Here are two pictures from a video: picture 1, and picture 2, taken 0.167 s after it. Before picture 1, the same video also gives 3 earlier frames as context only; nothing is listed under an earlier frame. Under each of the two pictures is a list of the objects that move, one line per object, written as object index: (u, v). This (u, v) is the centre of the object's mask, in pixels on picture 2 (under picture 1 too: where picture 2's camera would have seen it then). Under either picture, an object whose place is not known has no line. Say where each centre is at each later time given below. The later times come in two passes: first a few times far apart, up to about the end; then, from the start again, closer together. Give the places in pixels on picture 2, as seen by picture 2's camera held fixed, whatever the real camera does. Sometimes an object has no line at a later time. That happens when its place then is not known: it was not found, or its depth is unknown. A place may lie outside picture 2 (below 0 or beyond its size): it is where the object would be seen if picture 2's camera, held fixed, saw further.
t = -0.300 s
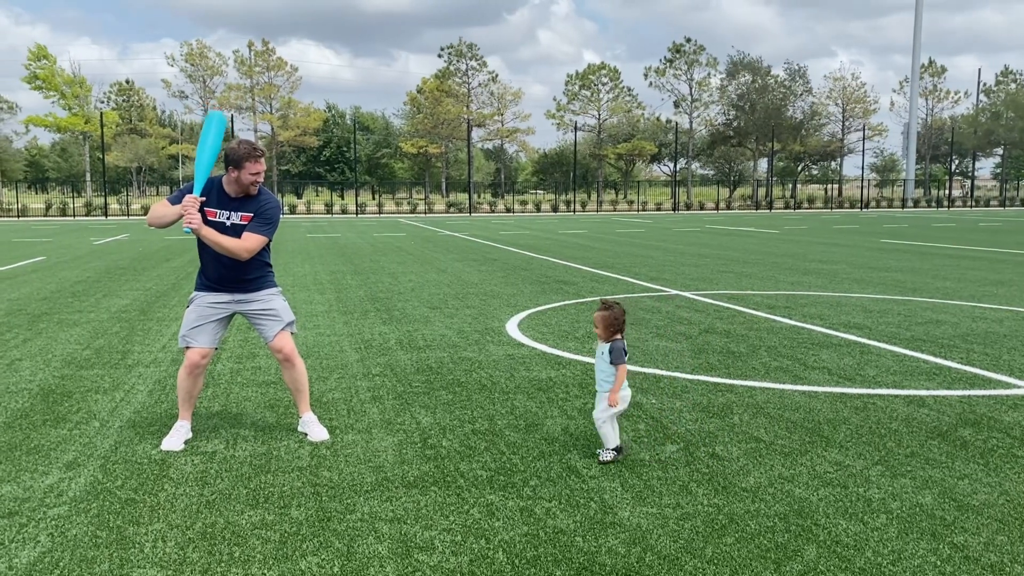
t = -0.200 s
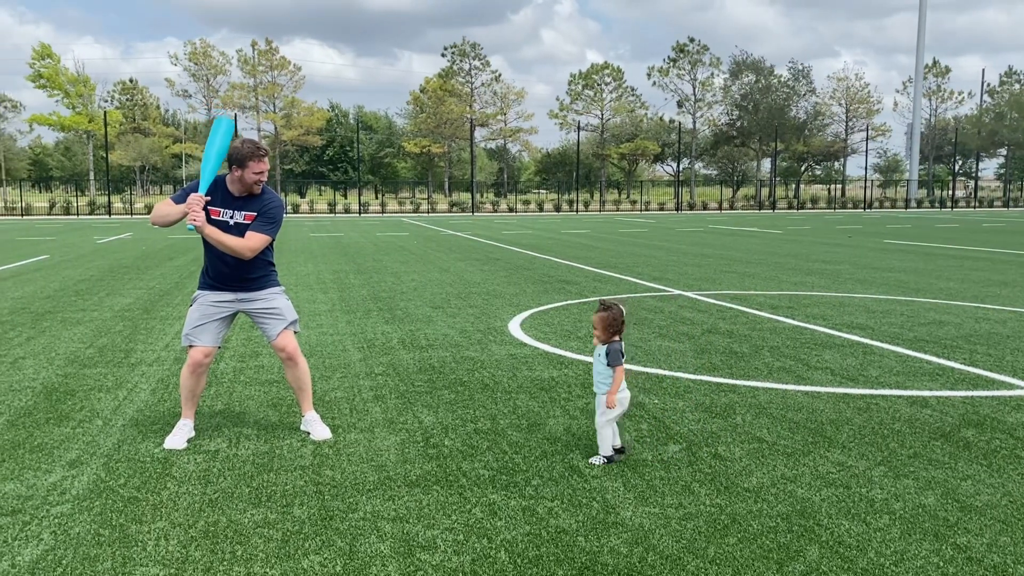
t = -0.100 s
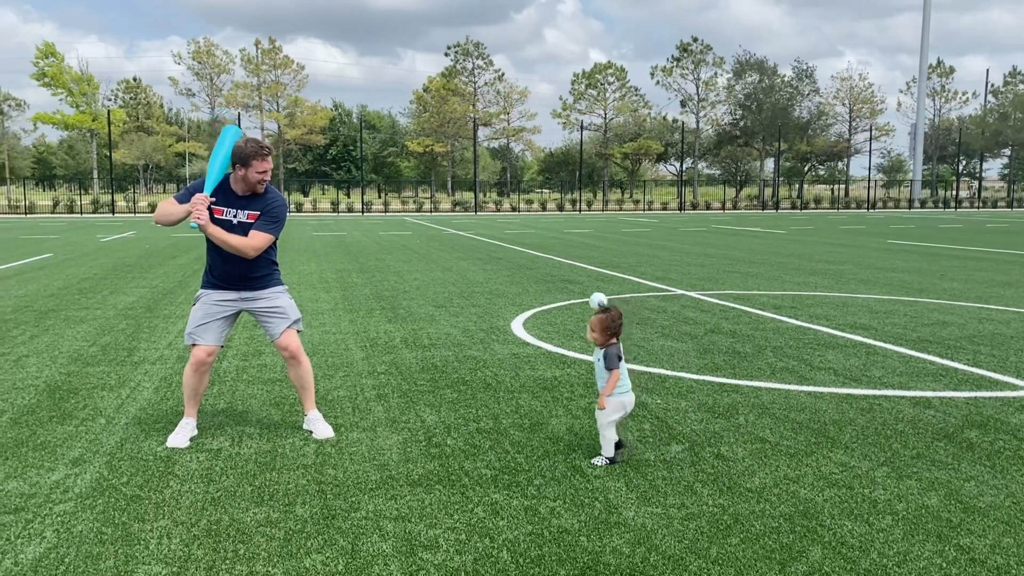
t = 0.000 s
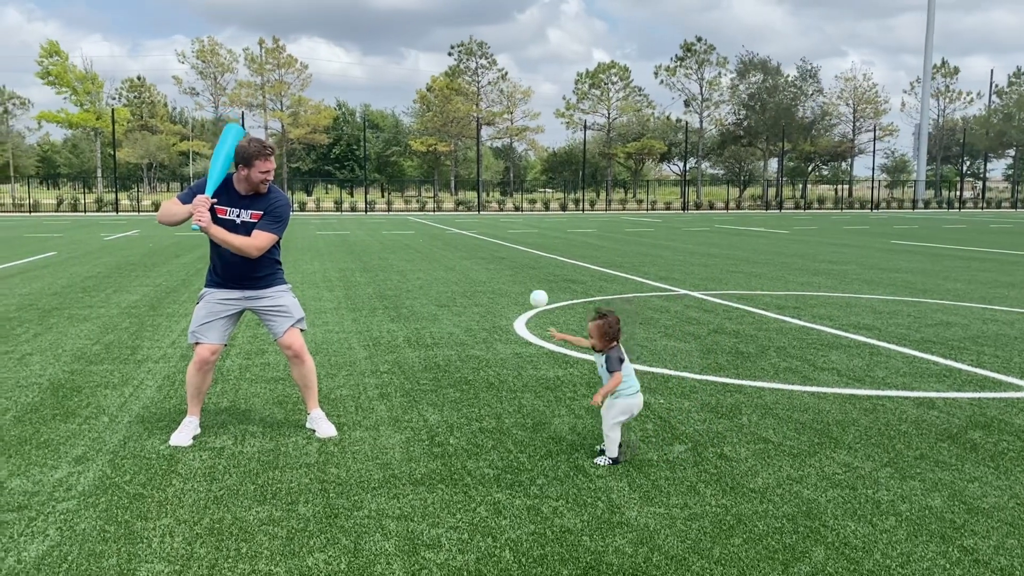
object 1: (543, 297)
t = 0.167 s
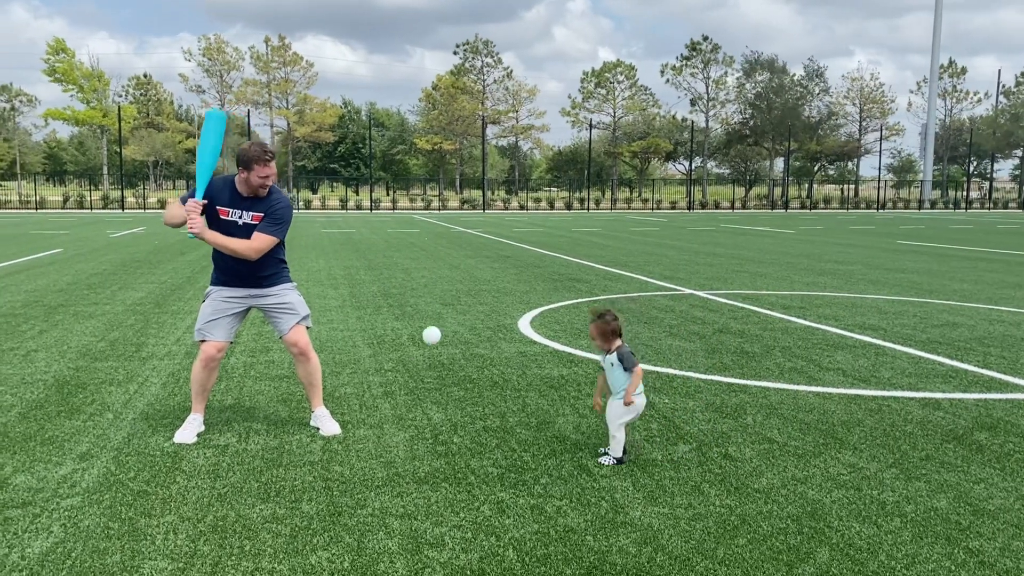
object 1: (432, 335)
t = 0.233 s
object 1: (386, 365)
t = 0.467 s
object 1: (255, 428)
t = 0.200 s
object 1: (409, 349)
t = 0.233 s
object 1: (386, 365)
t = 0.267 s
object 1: (363, 384)
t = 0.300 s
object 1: (341, 403)
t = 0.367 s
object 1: (296, 445)
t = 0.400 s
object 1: (282, 437)
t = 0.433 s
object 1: (268, 431)
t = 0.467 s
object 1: (255, 428)
